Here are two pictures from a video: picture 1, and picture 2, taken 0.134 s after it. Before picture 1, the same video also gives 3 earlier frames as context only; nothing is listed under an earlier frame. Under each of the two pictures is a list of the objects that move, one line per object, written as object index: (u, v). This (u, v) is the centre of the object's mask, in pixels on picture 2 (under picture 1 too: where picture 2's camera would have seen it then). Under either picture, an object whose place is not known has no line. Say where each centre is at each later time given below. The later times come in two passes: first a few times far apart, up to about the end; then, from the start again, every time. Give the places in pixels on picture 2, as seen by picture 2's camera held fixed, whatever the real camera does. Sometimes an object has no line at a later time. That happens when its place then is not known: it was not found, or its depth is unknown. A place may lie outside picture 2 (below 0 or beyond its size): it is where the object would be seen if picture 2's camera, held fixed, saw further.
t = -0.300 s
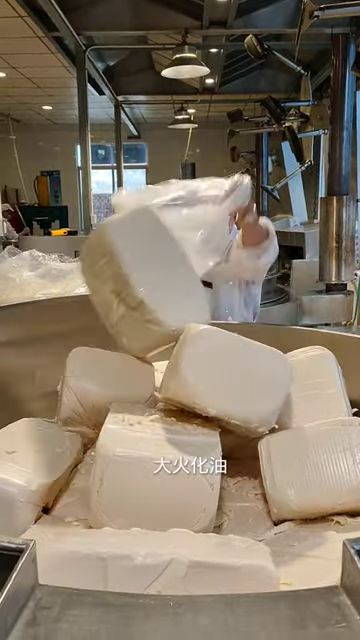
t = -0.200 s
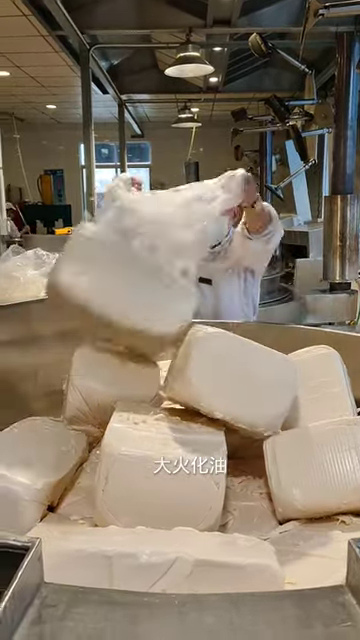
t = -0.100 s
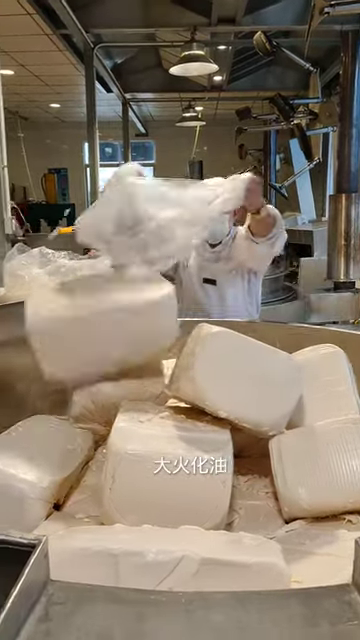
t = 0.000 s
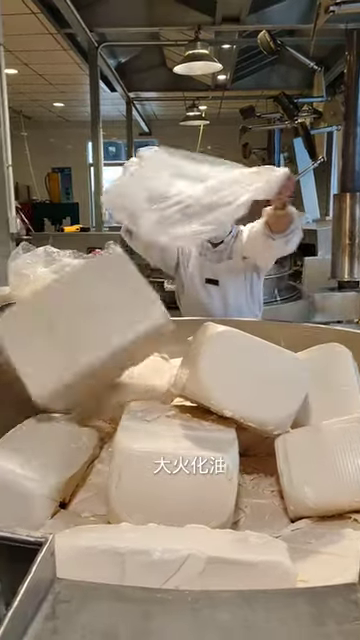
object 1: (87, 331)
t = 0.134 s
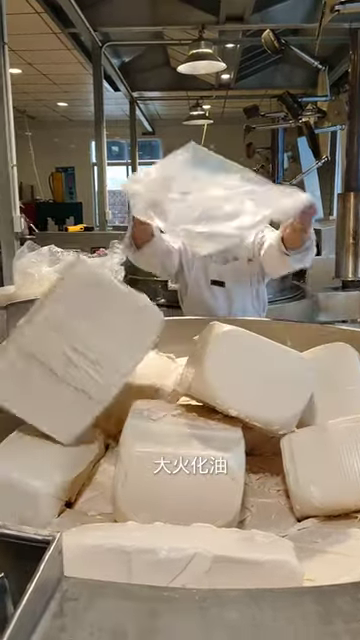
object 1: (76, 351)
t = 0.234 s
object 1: (70, 367)
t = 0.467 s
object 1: (88, 415)
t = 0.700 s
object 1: (115, 445)
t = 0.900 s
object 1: (114, 442)
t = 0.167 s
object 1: (73, 355)
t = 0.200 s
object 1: (71, 360)
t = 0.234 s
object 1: (70, 367)
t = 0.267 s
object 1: (69, 374)
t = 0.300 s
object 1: (69, 377)
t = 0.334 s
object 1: (69, 381)
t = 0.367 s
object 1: (71, 385)
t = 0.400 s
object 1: (74, 394)
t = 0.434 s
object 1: (85, 405)
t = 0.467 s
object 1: (88, 415)
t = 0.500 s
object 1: (92, 422)
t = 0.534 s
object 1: (96, 422)
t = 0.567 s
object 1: (101, 425)
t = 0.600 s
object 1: (106, 427)
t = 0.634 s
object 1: (114, 434)
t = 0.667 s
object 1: (116, 438)
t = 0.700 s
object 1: (115, 445)
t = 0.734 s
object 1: (112, 450)
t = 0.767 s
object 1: (112, 449)
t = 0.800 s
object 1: (115, 441)
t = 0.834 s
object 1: (114, 439)
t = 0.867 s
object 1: (114, 440)
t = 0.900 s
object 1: (114, 442)
